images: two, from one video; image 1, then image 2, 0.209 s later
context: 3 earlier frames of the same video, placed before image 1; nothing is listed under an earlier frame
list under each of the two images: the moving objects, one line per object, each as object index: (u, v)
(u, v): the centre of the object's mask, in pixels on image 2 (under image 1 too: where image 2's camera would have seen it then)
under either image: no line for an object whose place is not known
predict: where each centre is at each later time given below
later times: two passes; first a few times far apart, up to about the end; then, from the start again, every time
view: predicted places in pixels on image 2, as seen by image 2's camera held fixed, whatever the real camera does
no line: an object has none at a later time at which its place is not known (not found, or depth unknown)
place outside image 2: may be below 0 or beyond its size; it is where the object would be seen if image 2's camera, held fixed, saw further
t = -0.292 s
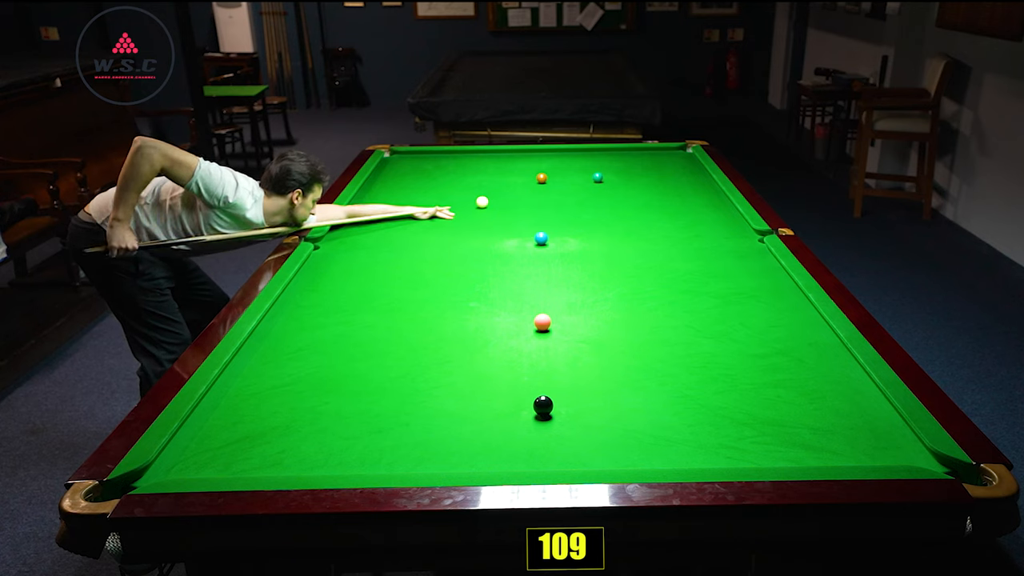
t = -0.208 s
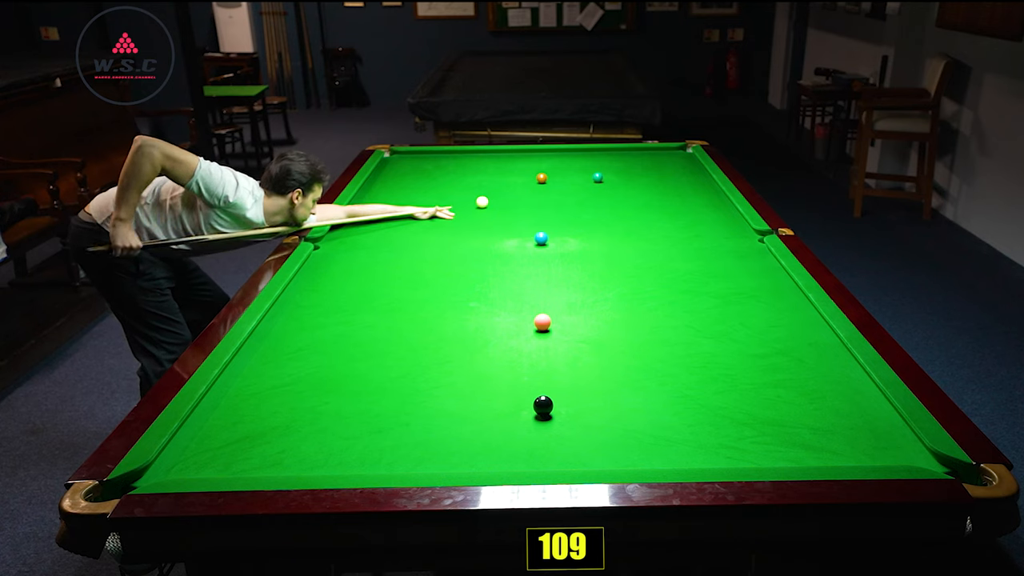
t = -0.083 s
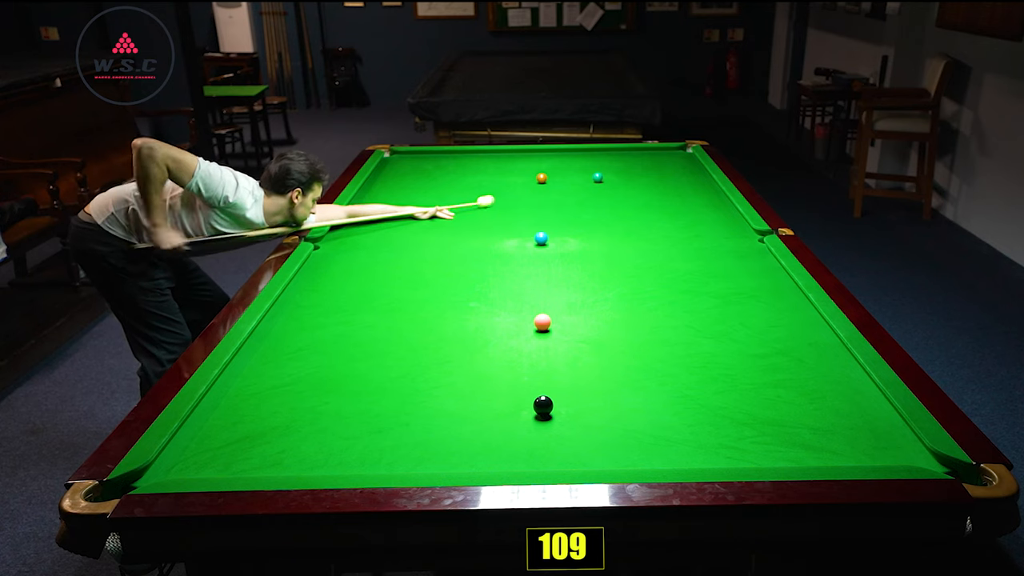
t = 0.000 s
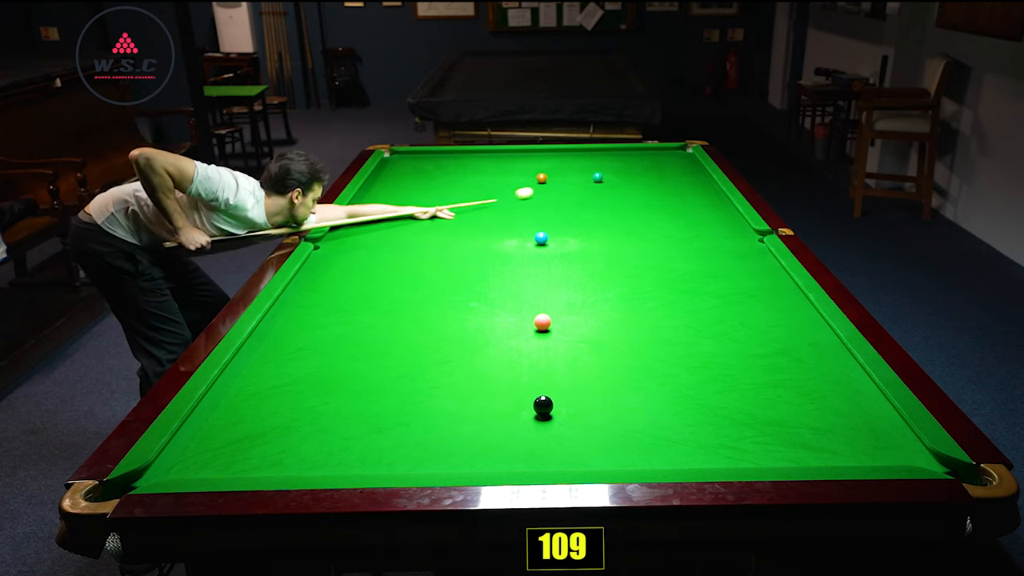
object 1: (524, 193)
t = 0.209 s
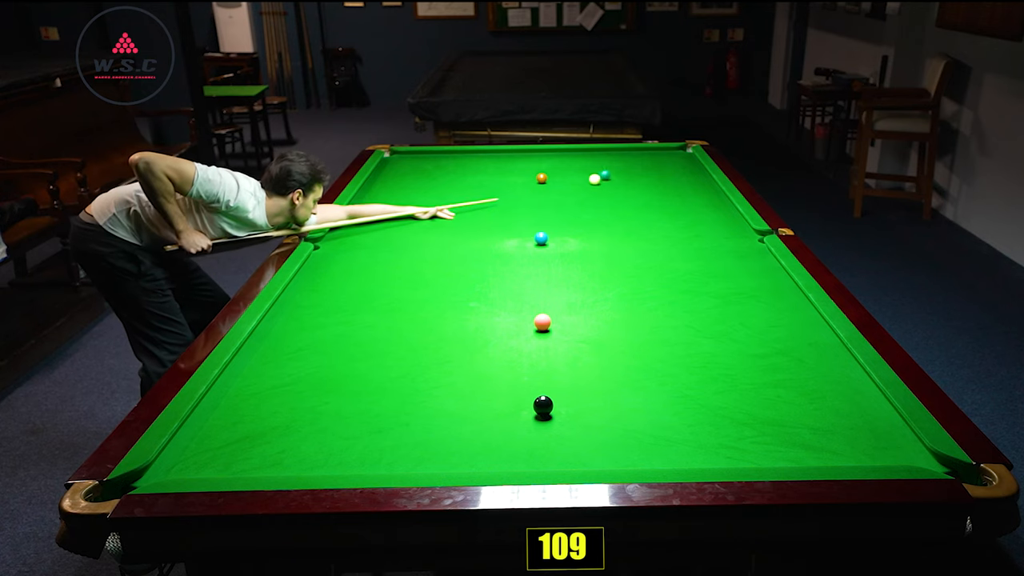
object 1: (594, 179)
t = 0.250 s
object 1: (598, 179)
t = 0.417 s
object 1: (613, 180)
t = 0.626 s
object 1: (632, 180)
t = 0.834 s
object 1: (649, 181)
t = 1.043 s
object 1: (666, 181)
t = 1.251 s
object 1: (682, 182)
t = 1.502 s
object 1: (700, 182)
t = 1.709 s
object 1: (709, 183)
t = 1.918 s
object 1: (700, 183)
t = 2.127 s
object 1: (692, 184)
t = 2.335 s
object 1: (684, 185)
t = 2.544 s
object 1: (677, 185)
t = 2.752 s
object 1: (671, 185)
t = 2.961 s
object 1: (665, 186)
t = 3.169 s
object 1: (661, 186)
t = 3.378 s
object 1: (656, 187)
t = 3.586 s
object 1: (653, 187)
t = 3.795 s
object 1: (650, 187)
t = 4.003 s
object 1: (648, 187)
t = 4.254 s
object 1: (646, 187)
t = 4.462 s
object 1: (645, 187)
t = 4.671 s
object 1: (645, 187)
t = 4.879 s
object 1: (645, 187)
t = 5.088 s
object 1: (645, 187)
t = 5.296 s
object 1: (645, 187)
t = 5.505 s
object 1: (645, 187)
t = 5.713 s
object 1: (645, 187)
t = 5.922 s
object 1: (645, 187)
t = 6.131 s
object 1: (645, 187)
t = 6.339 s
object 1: (645, 187)
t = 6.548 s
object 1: (645, 187)
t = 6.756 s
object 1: (645, 187)
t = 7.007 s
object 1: (645, 187)
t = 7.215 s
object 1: (645, 187)
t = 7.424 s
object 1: (645, 187)
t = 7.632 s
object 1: (645, 187)
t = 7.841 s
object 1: (645, 187)
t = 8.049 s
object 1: (645, 187)
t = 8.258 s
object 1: (645, 187)
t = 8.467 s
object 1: (645, 187)
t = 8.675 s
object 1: (645, 187)
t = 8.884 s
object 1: (645, 187)
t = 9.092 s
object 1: (645, 187)
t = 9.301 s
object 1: (645, 187)
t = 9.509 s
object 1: (645, 187)
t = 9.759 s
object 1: (645, 187)
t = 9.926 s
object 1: (645, 187)
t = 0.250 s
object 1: (598, 179)
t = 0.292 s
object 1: (602, 180)
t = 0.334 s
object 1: (606, 180)
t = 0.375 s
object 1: (610, 180)
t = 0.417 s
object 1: (613, 180)
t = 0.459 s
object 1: (617, 180)
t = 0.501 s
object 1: (621, 180)
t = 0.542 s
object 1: (625, 180)
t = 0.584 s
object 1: (628, 180)
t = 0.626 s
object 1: (632, 180)
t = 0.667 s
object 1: (635, 180)
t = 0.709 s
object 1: (639, 181)
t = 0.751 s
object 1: (642, 181)
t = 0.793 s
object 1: (646, 181)
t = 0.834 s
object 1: (649, 181)
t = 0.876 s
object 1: (653, 181)
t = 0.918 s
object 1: (656, 181)
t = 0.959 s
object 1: (660, 181)
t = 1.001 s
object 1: (663, 181)
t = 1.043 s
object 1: (666, 181)
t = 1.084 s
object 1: (669, 181)
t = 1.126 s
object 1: (673, 182)
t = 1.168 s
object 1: (676, 182)
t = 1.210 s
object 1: (679, 182)
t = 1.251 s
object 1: (682, 182)
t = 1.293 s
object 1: (685, 182)
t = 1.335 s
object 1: (688, 182)
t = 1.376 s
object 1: (691, 182)
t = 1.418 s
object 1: (695, 182)
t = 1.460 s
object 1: (698, 182)
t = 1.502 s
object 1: (700, 182)
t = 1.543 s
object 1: (703, 182)
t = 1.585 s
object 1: (706, 183)
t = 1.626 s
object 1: (709, 183)
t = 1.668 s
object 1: (711, 183)
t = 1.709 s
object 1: (709, 183)
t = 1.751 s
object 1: (707, 183)
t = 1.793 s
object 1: (706, 183)
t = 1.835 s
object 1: (704, 183)
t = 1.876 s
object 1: (702, 183)
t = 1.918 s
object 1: (700, 183)
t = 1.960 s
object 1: (699, 183)
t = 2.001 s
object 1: (697, 183)
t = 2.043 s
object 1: (695, 184)
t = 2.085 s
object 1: (693, 184)
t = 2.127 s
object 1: (692, 184)
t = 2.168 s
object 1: (690, 184)
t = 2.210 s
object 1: (689, 184)
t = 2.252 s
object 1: (687, 184)
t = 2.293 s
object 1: (686, 185)
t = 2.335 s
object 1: (684, 185)
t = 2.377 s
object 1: (683, 185)
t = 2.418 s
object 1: (681, 185)
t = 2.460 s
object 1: (680, 185)
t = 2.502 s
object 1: (679, 185)
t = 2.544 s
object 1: (677, 185)
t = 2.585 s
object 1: (676, 185)
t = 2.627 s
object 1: (675, 185)
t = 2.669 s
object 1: (673, 185)
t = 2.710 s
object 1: (672, 185)
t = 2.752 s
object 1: (671, 185)
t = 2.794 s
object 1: (670, 186)
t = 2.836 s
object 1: (669, 186)
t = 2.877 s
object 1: (668, 186)
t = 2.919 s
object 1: (666, 186)
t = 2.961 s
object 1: (665, 186)
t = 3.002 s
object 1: (664, 186)
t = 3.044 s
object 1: (663, 186)
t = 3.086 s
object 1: (662, 186)
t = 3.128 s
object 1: (661, 186)
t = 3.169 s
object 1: (661, 186)
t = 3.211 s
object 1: (660, 186)
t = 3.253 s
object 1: (659, 186)
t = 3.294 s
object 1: (658, 186)
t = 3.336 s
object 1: (657, 186)
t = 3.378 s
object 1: (656, 187)
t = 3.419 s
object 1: (655, 187)
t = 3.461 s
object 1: (655, 187)
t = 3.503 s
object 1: (654, 187)
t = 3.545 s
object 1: (653, 187)
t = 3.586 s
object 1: (653, 187)
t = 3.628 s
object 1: (652, 187)
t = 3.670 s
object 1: (651, 187)
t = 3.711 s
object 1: (651, 187)
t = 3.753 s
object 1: (650, 187)
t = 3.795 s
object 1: (650, 187)
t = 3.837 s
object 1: (649, 187)
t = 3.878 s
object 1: (649, 187)
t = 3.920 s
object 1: (648, 187)
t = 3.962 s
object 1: (648, 187)
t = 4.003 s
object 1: (648, 187)
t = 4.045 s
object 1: (647, 187)
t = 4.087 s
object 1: (647, 187)
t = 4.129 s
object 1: (647, 187)
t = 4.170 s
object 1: (646, 187)
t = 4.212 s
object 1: (646, 187)
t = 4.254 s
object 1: (646, 187)
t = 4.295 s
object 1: (646, 187)
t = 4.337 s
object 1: (646, 187)
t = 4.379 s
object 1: (645, 187)
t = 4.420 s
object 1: (645, 187)
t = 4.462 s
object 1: (645, 187)
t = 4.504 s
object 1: (645, 187)
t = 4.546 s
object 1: (645, 187)
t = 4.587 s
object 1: (645, 187)
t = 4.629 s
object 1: (645, 187)
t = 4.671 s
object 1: (645, 187)
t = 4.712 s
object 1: (645, 187)
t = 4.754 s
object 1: (645, 187)
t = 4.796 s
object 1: (645, 187)
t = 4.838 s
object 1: (645, 187)
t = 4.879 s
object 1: (645, 187)
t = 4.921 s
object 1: (645, 187)
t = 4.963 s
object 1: (645, 187)
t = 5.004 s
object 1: (645, 187)
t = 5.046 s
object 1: (645, 187)
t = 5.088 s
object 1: (645, 187)
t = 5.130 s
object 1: (645, 187)
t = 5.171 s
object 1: (645, 187)
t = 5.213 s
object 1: (645, 187)
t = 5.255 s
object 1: (645, 187)
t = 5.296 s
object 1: (645, 187)
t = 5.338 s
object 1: (645, 187)
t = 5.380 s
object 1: (645, 187)
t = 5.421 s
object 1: (645, 187)
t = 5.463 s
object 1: (645, 187)
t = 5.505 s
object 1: (645, 187)
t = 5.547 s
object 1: (645, 187)
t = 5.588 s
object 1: (645, 187)
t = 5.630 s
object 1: (645, 187)
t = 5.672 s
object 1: (645, 187)
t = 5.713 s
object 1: (645, 187)
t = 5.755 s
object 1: (645, 187)
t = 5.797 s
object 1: (645, 187)
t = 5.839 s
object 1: (645, 187)
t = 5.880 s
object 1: (645, 187)
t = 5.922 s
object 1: (645, 187)
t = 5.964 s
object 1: (645, 187)
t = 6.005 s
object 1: (645, 187)
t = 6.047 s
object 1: (645, 187)
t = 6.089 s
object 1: (645, 187)
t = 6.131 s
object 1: (645, 187)
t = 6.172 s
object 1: (645, 187)
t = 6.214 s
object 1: (645, 187)
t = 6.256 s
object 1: (645, 187)
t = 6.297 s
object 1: (645, 187)
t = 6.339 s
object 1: (645, 187)
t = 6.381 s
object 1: (645, 187)
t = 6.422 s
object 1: (645, 187)
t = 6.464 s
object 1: (645, 187)
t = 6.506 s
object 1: (645, 187)
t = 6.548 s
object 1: (645, 187)
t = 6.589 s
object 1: (645, 187)
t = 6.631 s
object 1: (645, 187)
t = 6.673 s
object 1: (645, 187)
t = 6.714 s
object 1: (645, 187)
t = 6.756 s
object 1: (645, 187)
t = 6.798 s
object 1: (645, 187)
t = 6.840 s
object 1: (645, 187)
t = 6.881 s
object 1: (645, 187)
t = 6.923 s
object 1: (645, 187)
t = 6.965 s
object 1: (645, 187)
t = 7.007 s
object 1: (645, 187)
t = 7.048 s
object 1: (645, 187)
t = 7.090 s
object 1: (645, 187)
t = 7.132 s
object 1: (645, 187)
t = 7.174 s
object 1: (645, 187)
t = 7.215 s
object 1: (645, 187)
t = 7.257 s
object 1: (645, 187)
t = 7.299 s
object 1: (645, 187)
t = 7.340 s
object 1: (645, 187)
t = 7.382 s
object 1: (645, 187)
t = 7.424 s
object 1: (645, 187)
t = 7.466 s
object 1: (645, 187)
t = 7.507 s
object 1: (645, 187)
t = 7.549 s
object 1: (645, 187)
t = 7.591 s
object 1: (645, 187)
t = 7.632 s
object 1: (645, 187)
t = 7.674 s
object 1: (645, 187)
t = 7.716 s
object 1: (645, 187)
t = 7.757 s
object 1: (645, 187)
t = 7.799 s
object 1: (645, 187)
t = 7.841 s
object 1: (645, 187)
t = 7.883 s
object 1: (645, 187)
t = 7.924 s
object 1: (645, 187)
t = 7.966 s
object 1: (645, 187)
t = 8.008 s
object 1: (645, 187)
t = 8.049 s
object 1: (645, 187)
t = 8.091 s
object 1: (645, 187)
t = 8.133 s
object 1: (645, 187)
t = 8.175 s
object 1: (645, 187)
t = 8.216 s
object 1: (645, 187)
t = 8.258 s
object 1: (645, 187)
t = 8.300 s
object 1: (645, 187)
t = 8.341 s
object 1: (645, 187)
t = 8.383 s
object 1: (645, 187)
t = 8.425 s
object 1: (645, 187)
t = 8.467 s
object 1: (645, 187)
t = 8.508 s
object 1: (645, 187)
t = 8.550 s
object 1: (645, 187)
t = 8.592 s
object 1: (645, 187)
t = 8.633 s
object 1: (645, 187)
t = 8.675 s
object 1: (645, 187)
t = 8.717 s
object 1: (645, 187)
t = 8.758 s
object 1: (645, 187)
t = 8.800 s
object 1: (645, 187)
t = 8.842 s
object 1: (645, 187)
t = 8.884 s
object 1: (645, 187)
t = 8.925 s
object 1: (645, 187)
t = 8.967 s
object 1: (645, 187)
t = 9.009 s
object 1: (645, 187)
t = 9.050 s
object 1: (645, 187)
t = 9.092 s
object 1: (645, 187)
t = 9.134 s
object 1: (645, 187)
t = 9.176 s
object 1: (645, 187)
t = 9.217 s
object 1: (645, 187)
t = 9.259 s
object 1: (645, 187)
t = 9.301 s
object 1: (645, 187)
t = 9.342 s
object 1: (645, 187)
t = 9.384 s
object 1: (645, 187)
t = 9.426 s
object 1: (645, 187)
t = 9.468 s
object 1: (645, 187)
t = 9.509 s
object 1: (645, 187)
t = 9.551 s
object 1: (645, 187)
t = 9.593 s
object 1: (645, 187)
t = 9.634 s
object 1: (645, 187)
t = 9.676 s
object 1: (645, 187)
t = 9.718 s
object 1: (645, 187)
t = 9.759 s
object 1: (645, 187)
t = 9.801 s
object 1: (645, 187)
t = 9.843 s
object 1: (645, 187)
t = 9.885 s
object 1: (645, 187)
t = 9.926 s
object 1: (645, 187)
